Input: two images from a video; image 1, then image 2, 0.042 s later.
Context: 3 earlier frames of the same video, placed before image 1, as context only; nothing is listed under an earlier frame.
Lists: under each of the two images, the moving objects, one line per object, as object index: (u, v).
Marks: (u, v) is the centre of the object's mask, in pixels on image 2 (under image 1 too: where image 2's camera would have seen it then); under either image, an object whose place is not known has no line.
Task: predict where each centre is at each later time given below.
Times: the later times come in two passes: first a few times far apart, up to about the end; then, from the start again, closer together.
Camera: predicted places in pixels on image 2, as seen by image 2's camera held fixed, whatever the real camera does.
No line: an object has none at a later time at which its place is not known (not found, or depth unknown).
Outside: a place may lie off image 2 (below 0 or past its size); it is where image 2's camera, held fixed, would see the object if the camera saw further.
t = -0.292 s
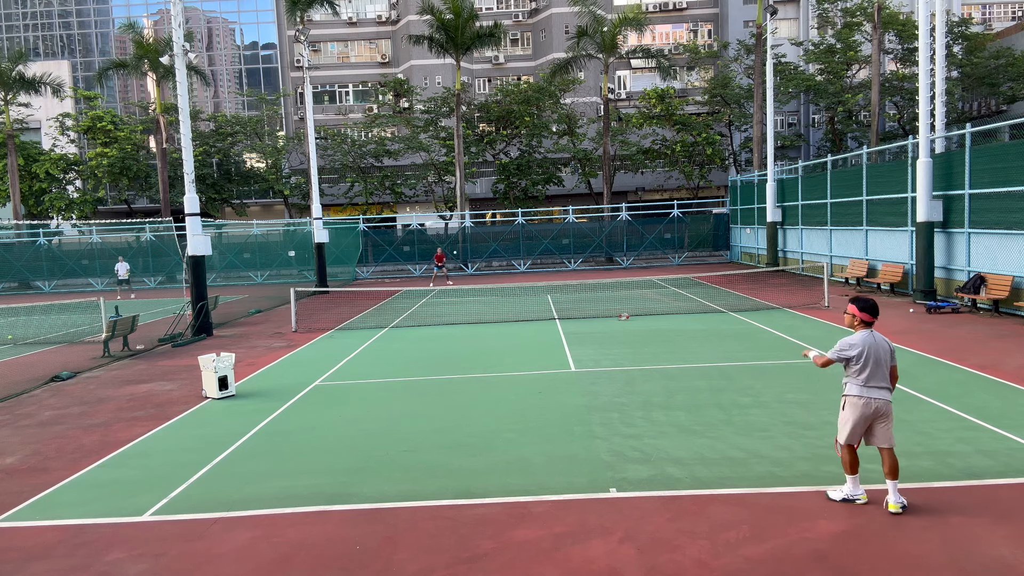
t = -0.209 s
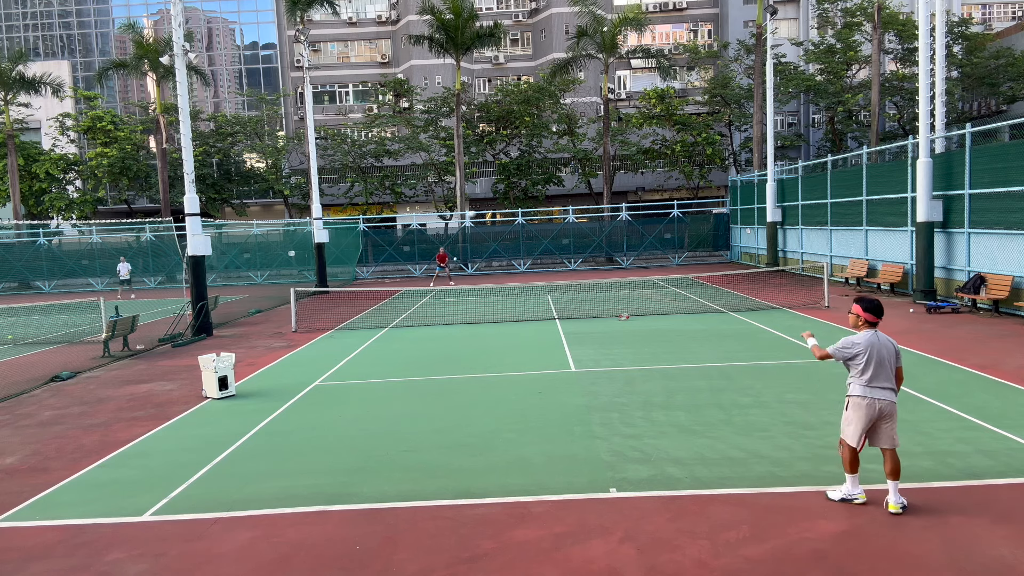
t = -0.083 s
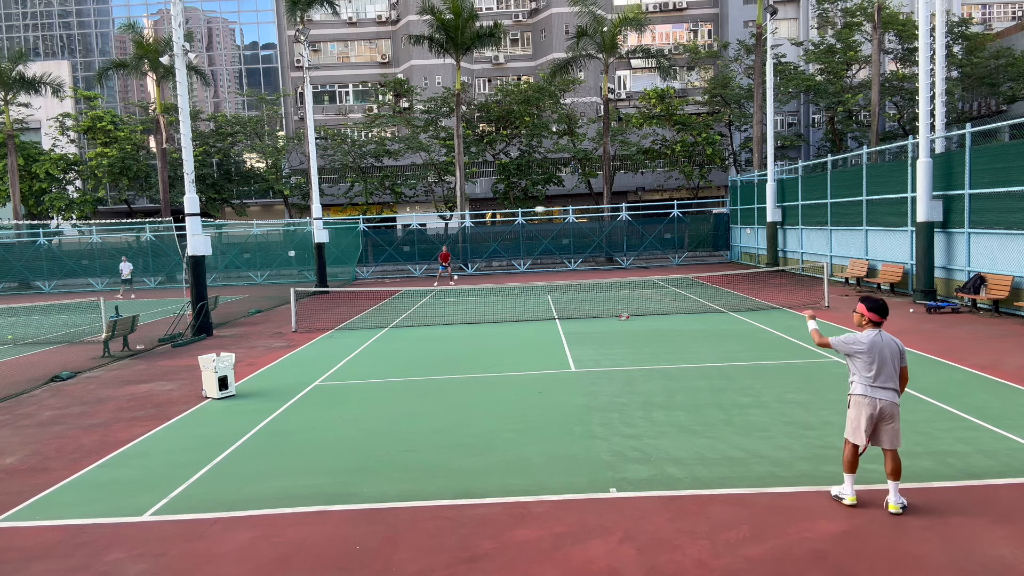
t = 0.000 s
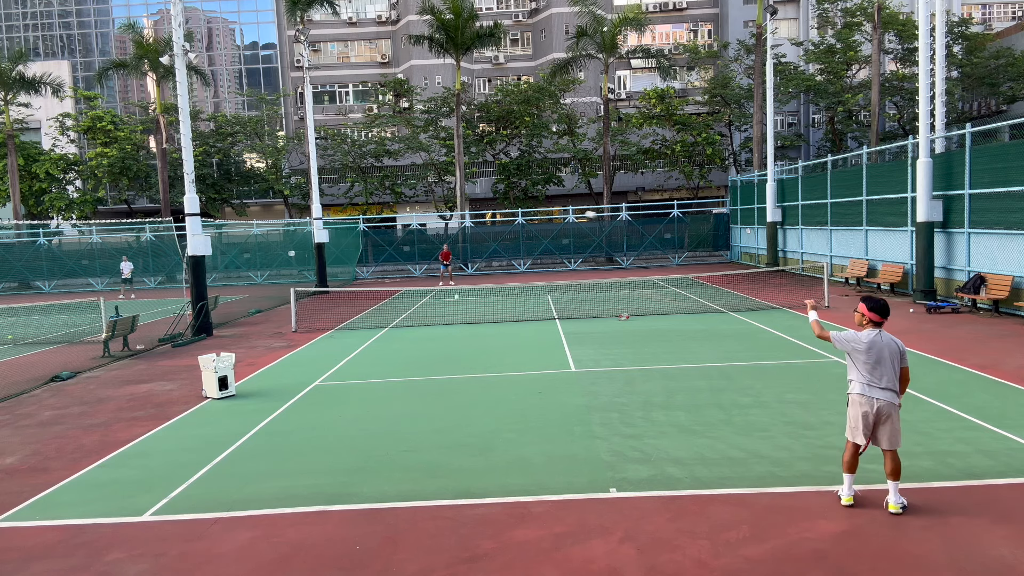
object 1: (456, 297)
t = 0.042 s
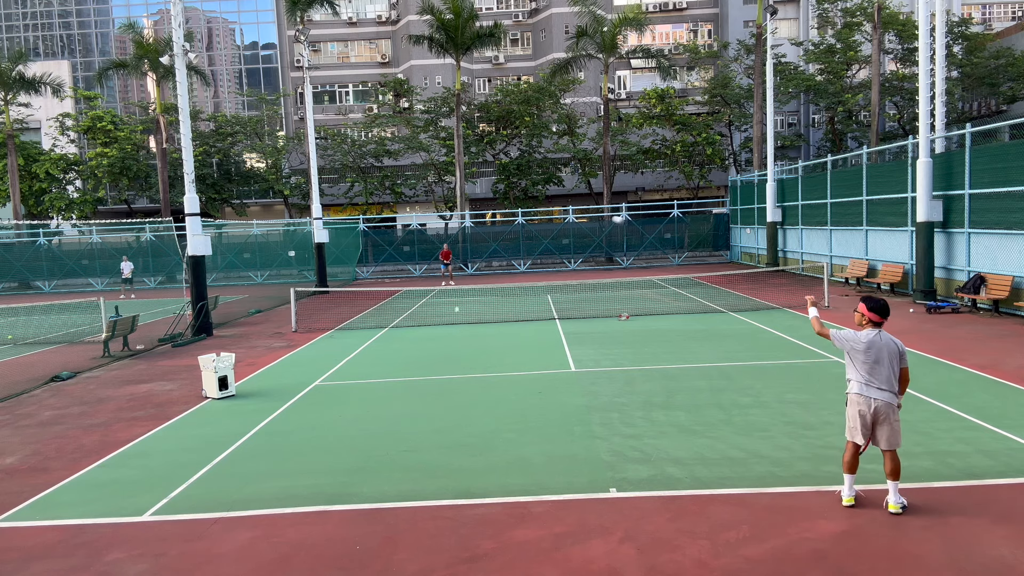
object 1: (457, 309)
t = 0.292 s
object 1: (459, 389)
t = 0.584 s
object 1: (453, 374)
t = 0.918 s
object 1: (448, 536)
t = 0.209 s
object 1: (459, 387)
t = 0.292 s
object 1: (459, 389)
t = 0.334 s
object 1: (457, 382)
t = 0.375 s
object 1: (457, 377)
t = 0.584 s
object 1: (453, 374)
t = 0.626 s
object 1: (452, 379)
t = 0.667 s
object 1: (451, 387)
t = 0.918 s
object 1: (448, 536)
